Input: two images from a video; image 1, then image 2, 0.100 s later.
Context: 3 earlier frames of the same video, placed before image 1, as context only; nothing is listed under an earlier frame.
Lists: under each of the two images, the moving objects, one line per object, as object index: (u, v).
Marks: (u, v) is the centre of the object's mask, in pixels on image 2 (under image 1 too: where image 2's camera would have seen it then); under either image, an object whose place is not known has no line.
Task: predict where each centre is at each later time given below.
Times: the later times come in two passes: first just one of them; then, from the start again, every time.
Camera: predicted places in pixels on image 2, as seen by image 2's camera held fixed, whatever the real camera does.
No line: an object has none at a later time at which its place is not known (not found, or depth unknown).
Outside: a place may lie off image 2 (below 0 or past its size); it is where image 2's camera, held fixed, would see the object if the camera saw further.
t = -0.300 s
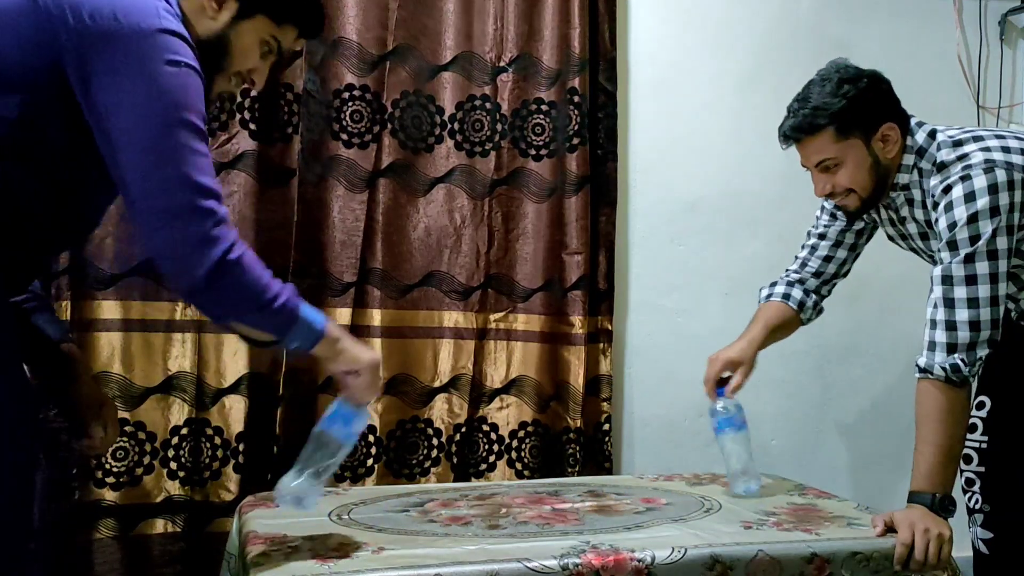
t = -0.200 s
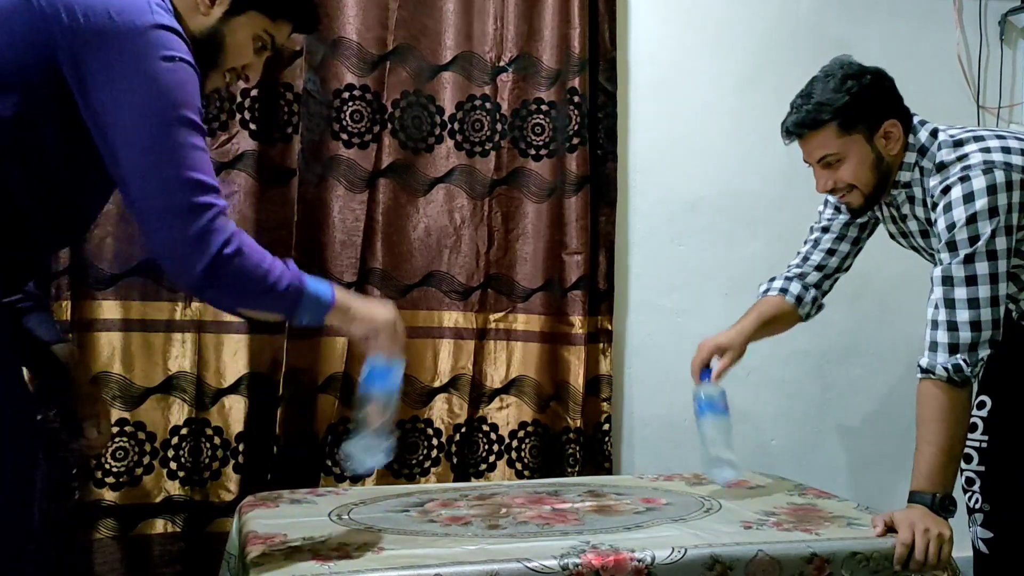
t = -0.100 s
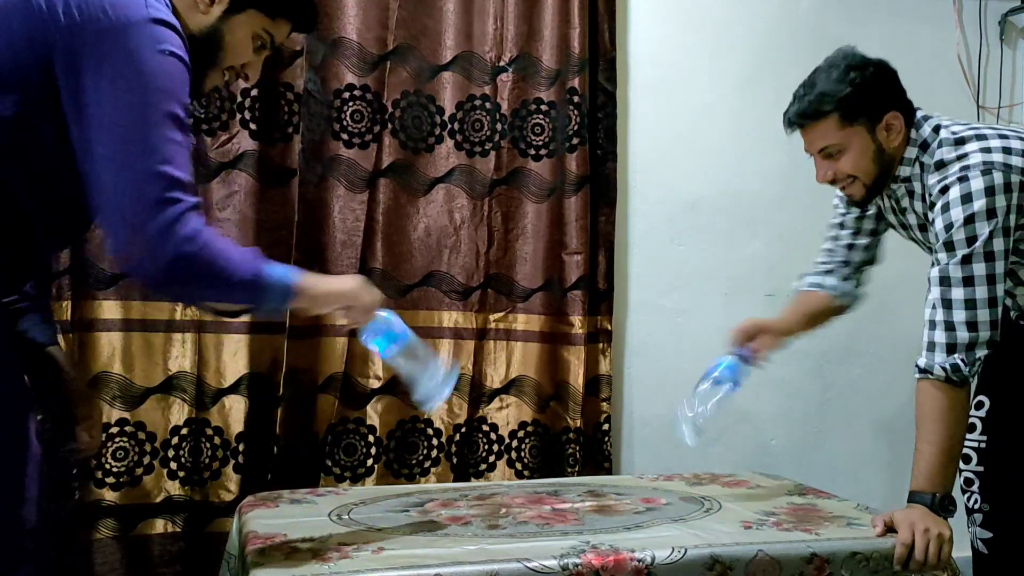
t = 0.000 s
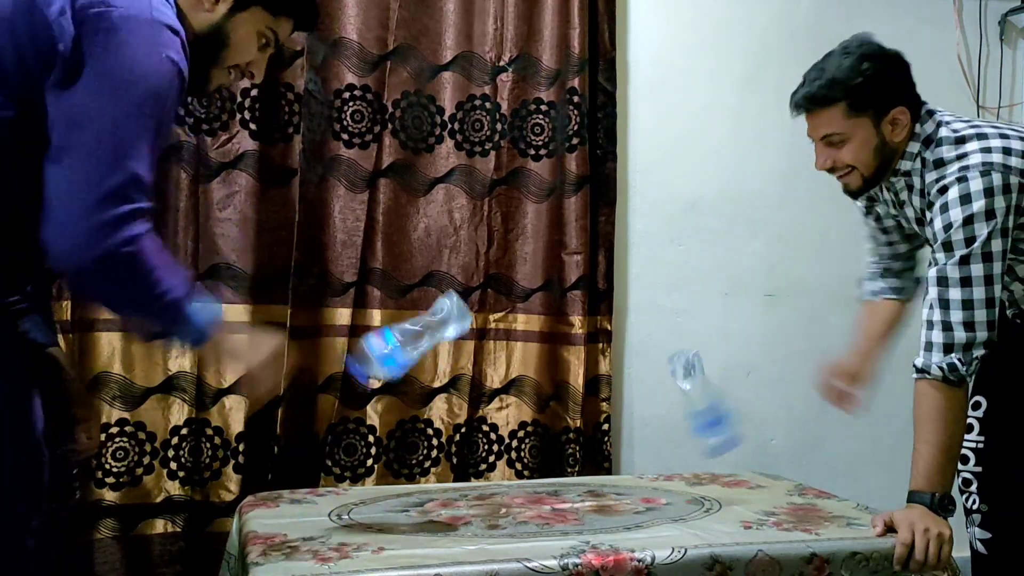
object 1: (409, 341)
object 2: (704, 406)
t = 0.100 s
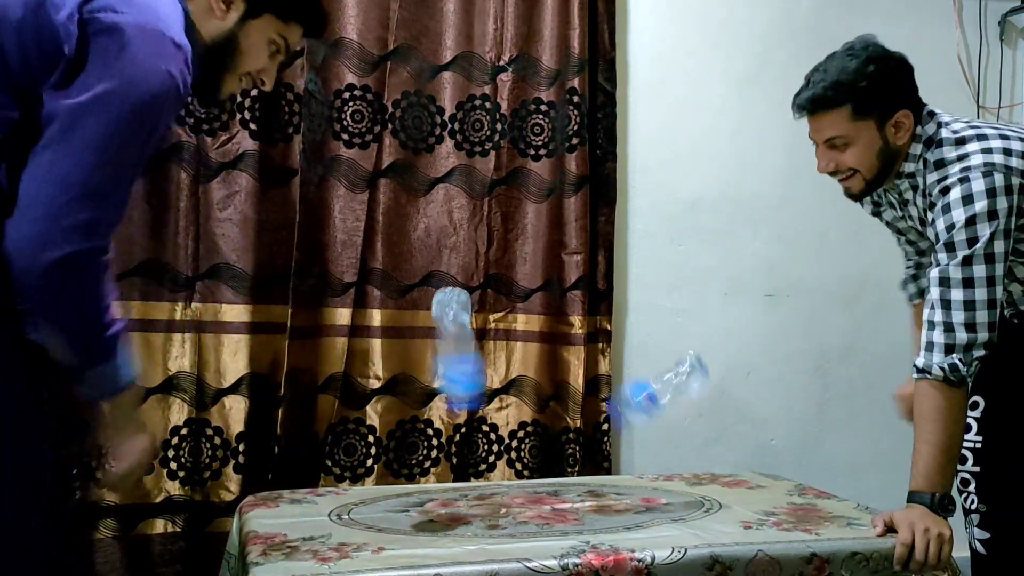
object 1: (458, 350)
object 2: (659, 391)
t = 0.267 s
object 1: (489, 425)
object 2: (683, 453)
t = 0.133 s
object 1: (469, 352)
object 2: (658, 390)
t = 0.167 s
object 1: (480, 361)
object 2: (655, 392)
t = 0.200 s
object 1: (486, 375)
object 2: (662, 407)
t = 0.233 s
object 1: (488, 398)
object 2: (673, 439)
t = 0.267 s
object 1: (489, 425)
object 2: (683, 453)
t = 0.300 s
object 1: (488, 456)
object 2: (685, 454)
